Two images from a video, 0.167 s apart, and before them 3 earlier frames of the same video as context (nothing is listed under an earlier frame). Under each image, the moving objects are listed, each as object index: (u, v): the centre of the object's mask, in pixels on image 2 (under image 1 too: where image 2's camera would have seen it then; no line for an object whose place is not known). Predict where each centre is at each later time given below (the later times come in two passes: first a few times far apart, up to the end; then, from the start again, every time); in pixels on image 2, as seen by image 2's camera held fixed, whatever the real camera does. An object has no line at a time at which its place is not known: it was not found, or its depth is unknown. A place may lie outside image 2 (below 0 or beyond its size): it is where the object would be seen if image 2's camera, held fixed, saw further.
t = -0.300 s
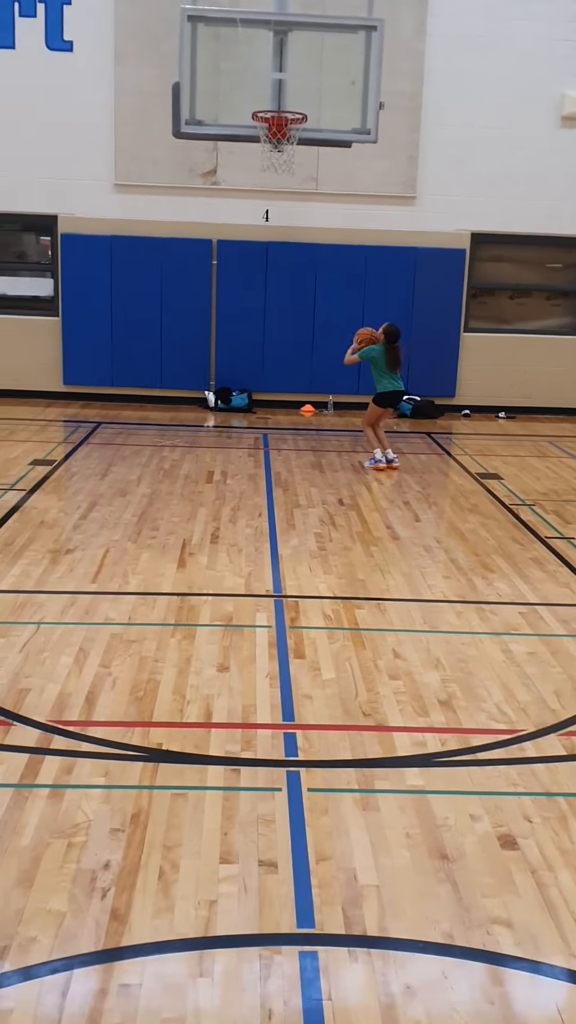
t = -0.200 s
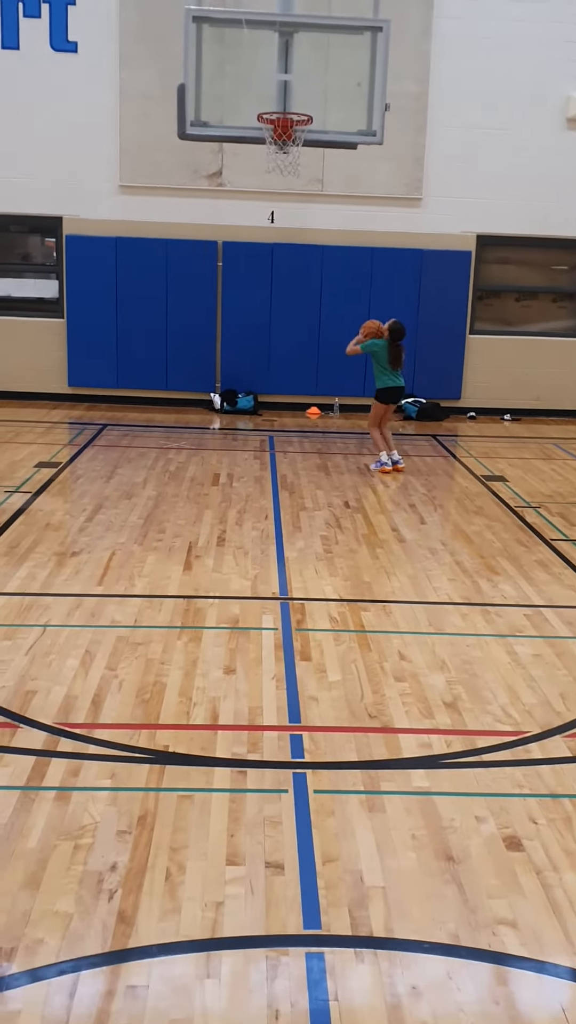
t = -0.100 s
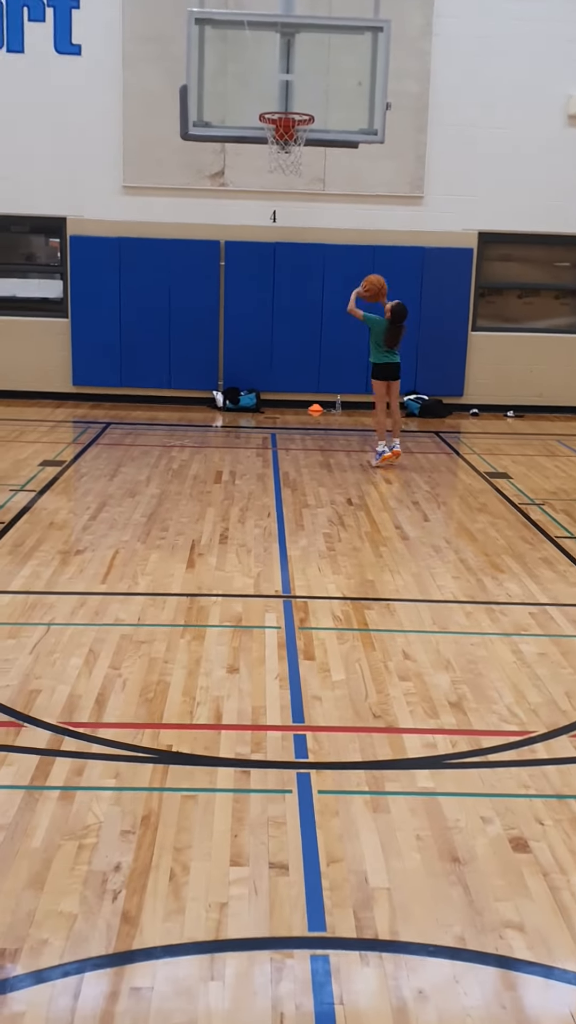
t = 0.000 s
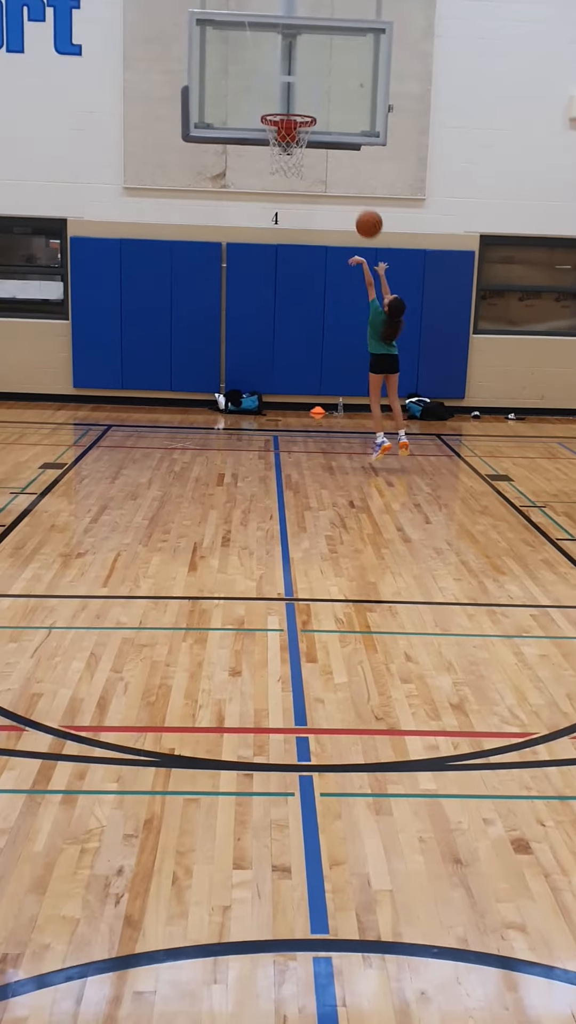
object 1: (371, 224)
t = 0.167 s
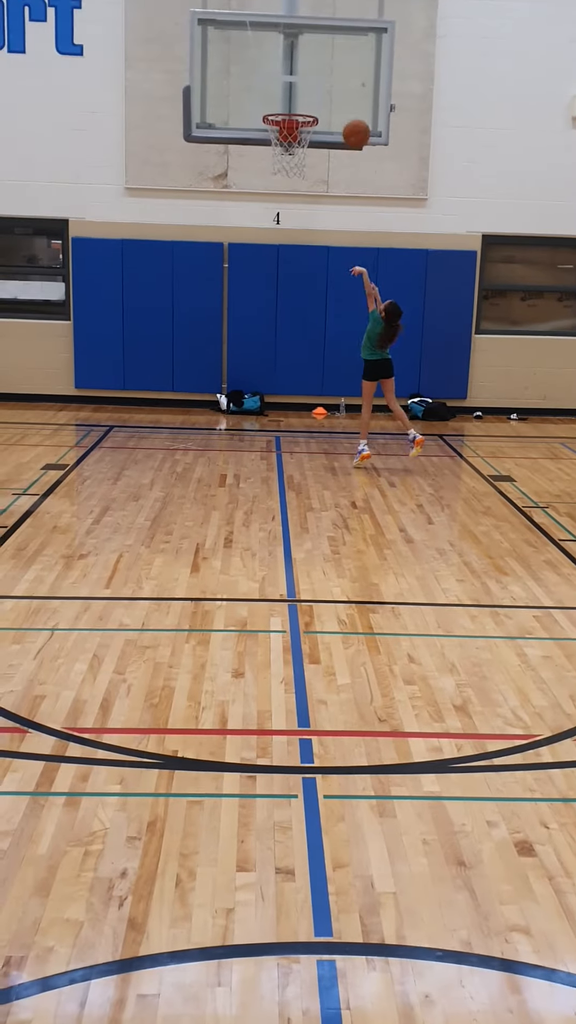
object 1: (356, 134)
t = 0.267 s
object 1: (346, 96)
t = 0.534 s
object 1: (325, 53)
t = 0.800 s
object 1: (310, 97)
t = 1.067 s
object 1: (270, 101)
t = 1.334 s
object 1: (265, 102)
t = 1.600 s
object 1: (251, 104)
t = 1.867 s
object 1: (236, 176)
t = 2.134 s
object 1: (222, 319)
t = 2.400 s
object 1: (208, 391)
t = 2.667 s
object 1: (196, 287)
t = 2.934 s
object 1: (183, 258)
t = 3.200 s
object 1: (170, 301)
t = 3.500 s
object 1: (157, 431)
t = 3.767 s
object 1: (147, 347)
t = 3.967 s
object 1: (140, 326)
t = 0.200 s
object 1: (353, 119)
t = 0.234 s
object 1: (350, 106)
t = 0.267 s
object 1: (346, 96)
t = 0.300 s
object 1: (343, 86)
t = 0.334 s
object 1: (339, 76)
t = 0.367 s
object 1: (336, 67)
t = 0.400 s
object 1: (333, 61)
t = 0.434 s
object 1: (330, 57)
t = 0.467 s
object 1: (328, 55)
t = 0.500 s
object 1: (326, 53)
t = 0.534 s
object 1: (325, 53)
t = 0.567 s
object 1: (323, 53)
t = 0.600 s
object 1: (321, 53)
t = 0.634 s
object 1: (319, 58)
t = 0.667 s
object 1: (318, 65)
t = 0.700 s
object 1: (316, 71)
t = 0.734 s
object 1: (314, 78)
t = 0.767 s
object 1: (312, 86)
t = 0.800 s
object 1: (310, 97)
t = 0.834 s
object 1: (307, 104)
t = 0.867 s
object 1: (301, 101)
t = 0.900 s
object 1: (295, 100)
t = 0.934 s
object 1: (289, 101)
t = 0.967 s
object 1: (283, 101)
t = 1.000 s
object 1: (276, 102)
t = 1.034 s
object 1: (271, 104)
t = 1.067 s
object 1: (270, 101)
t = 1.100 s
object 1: (269, 96)
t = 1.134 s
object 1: (269, 93)
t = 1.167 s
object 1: (268, 91)
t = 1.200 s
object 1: (267, 91)
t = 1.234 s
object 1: (267, 92)
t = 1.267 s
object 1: (267, 94)
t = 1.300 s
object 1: (266, 98)
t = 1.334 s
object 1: (265, 102)
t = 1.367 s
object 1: (264, 105)
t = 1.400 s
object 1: (262, 102)
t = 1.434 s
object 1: (260, 98)
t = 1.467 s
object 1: (259, 96)
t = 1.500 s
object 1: (257, 97)
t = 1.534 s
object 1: (255, 98)
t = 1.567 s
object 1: (253, 100)
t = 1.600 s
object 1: (251, 104)
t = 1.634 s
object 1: (249, 109)
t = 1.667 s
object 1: (247, 115)
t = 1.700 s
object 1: (245, 123)
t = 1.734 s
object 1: (243, 131)
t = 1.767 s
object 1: (241, 141)
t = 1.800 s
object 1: (239, 152)
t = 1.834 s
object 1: (238, 163)
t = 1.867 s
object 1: (236, 176)
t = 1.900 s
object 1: (234, 190)
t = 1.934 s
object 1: (232, 206)
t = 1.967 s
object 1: (230, 222)
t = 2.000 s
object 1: (228, 240)
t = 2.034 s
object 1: (226, 258)
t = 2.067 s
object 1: (225, 278)
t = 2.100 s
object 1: (223, 298)
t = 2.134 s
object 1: (222, 319)
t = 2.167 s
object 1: (220, 341)
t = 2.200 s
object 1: (218, 364)
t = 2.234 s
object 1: (216, 387)
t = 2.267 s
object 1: (214, 412)
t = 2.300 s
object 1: (212, 438)
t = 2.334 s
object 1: (212, 427)
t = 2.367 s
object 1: (209, 408)
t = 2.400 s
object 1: (208, 391)
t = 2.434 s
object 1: (207, 374)
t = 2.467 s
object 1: (205, 358)
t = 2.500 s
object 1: (203, 343)
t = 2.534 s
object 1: (202, 330)
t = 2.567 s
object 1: (201, 318)
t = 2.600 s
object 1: (199, 307)
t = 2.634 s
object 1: (197, 296)
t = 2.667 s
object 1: (196, 287)
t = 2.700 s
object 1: (194, 280)
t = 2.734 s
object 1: (192, 273)
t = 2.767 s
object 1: (190, 267)
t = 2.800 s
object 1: (189, 263)
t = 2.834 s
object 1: (187, 260)
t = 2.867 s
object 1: (186, 258)
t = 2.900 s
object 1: (184, 258)
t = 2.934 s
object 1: (183, 258)
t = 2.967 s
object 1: (181, 260)
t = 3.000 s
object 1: (180, 262)
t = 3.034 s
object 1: (178, 266)
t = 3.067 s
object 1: (177, 270)
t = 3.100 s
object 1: (175, 277)
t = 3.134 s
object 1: (173, 284)
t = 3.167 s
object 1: (172, 292)
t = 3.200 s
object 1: (170, 301)
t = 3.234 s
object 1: (169, 312)
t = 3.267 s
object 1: (167, 323)
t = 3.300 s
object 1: (165, 335)
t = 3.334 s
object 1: (164, 348)
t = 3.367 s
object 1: (162, 363)
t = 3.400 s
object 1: (161, 378)
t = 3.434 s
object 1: (160, 394)
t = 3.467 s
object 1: (159, 411)
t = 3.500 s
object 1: (157, 431)
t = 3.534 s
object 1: (156, 419)
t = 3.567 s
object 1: (155, 407)
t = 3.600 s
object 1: (154, 394)
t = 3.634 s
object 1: (152, 382)
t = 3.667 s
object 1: (151, 372)
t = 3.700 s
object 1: (149, 362)
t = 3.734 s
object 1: (149, 355)
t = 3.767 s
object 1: (147, 347)
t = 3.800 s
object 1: (146, 341)
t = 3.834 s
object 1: (145, 336)
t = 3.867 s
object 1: (144, 332)
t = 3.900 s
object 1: (143, 328)
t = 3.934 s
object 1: (141, 326)
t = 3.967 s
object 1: (140, 326)
